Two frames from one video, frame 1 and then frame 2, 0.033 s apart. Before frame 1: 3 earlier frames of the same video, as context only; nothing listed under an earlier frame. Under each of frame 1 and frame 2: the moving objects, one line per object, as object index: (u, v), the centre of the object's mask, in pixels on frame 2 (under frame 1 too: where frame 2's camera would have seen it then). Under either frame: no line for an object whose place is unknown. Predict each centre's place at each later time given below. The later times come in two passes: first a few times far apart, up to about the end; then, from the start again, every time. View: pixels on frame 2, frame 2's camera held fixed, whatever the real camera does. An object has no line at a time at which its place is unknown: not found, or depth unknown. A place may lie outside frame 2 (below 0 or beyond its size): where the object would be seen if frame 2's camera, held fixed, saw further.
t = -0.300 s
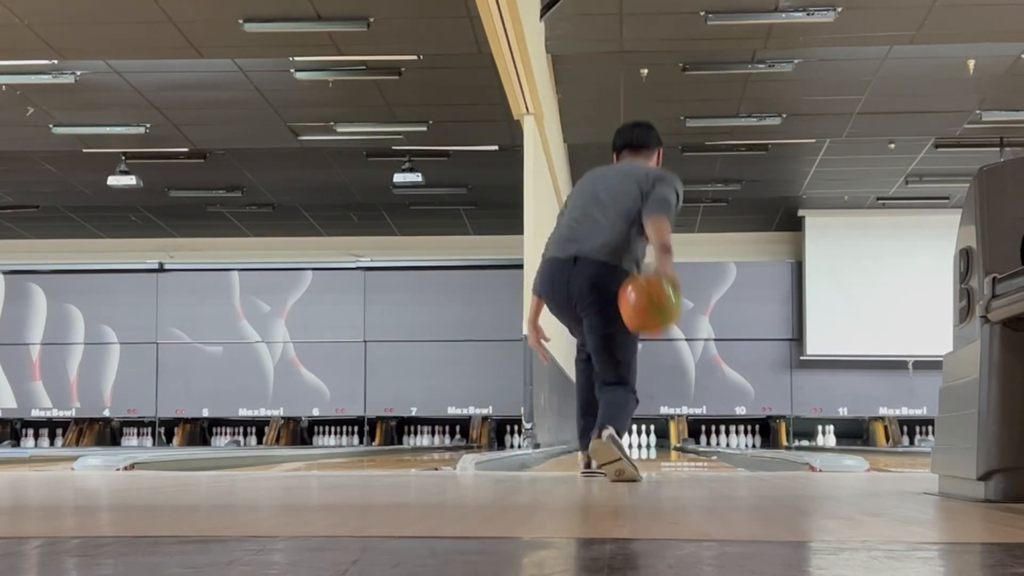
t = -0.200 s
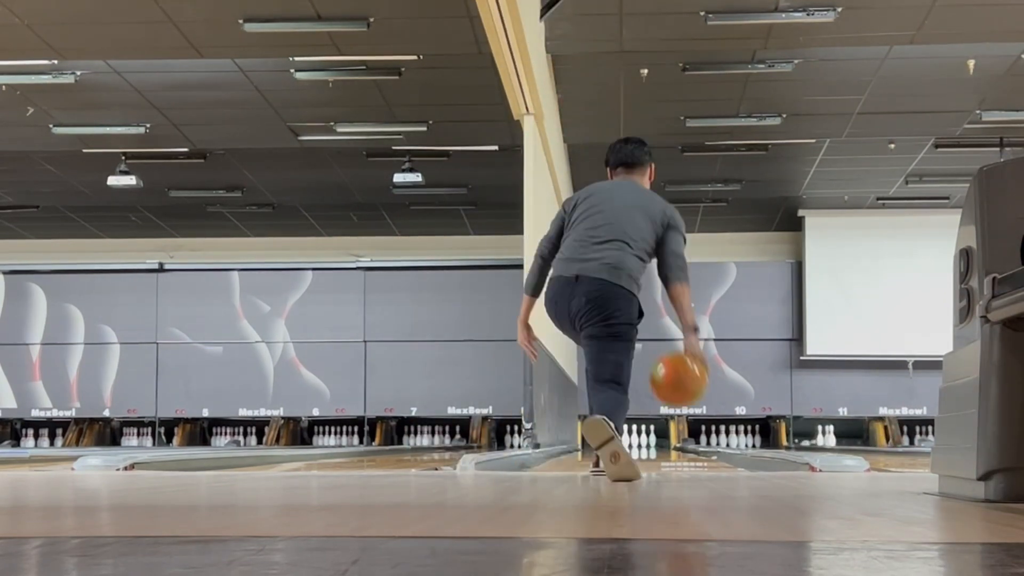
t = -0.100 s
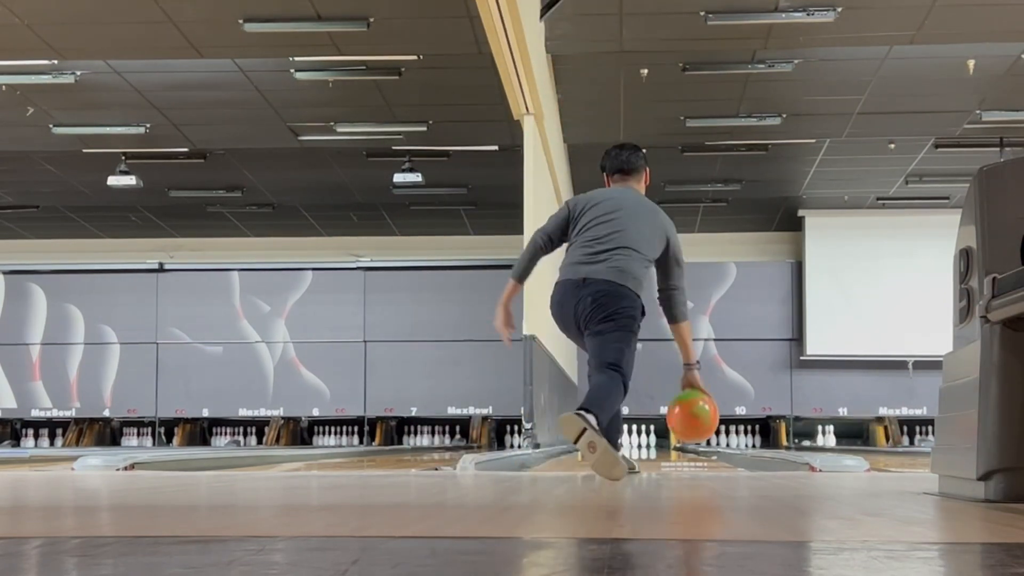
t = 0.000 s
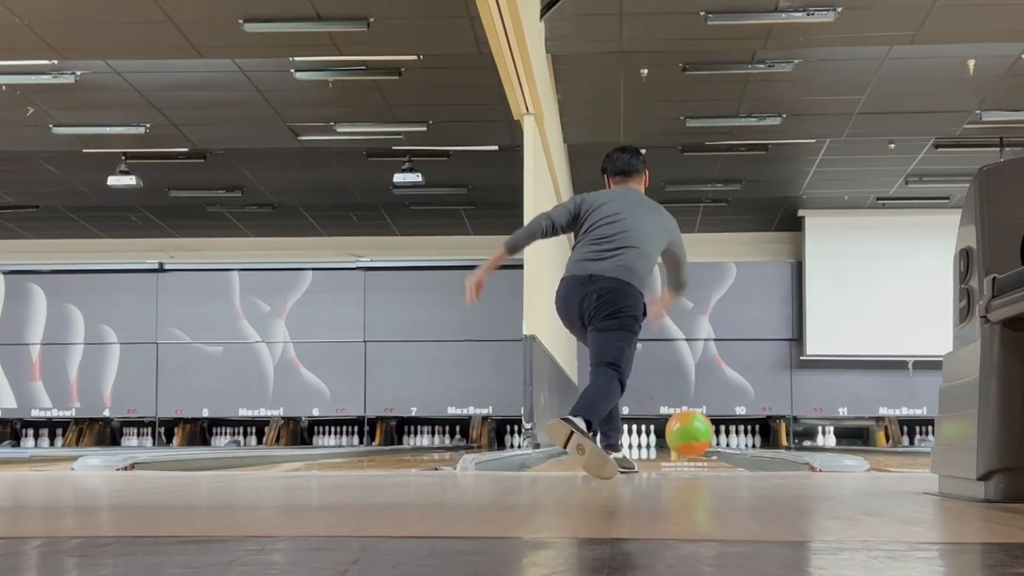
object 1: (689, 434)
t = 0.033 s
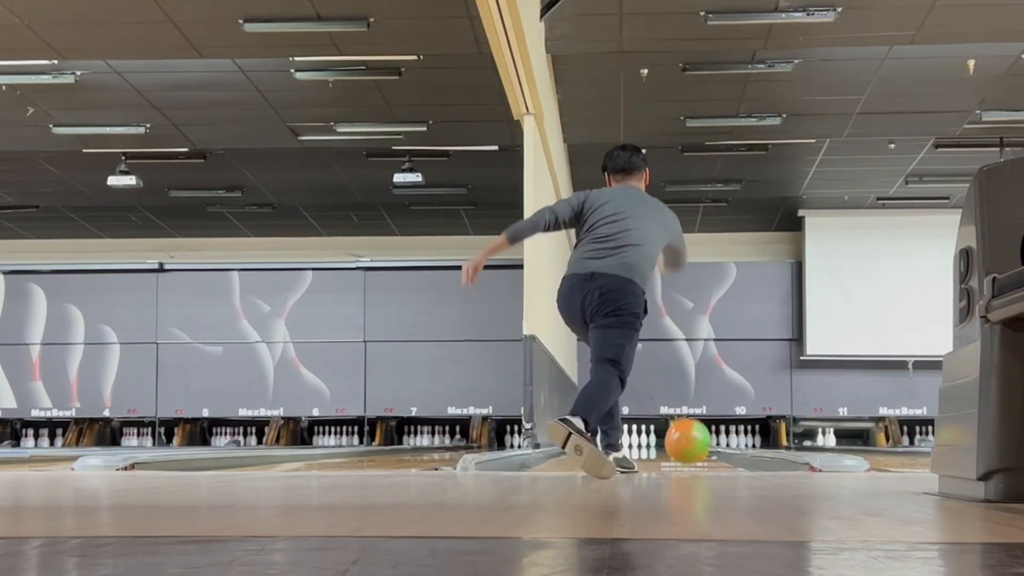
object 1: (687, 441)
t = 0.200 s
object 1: (681, 444)
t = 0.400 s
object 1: (676, 443)
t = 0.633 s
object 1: (671, 442)
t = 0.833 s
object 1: (668, 442)
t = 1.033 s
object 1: (665, 443)
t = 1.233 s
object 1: (662, 442)
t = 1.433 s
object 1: (659, 442)
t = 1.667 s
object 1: (656, 441)
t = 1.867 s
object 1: (653, 441)
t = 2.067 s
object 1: (649, 441)
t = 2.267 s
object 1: (646, 441)
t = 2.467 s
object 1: (642, 441)
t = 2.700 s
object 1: (636, 441)
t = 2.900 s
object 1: (634, 441)
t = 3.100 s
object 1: (635, 441)
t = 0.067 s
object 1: (686, 447)
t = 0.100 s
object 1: (685, 443)
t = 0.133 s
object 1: (684, 442)
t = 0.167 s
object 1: (682, 442)
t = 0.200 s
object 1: (681, 444)
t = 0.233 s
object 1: (680, 445)
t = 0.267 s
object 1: (679, 444)
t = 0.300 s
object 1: (678, 444)
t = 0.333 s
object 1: (678, 443)
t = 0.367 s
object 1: (677, 443)
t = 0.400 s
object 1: (676, 443)
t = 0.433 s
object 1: (675, 443)
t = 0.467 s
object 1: (674, 442)
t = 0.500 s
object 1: (674, 442)
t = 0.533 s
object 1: (673, 442)
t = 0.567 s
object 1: (672, 442)
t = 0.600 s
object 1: (672, 442)
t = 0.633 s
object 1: (671, 442)
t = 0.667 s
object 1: (671, 443)
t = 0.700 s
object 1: (670, 443)
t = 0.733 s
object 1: (670, 443)
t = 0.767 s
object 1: (669, 443)
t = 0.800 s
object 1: (668, 443)
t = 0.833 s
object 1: (668, 442)
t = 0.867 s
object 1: (668, 442)
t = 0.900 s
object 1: (667, 443)
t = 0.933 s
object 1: (666, 443)
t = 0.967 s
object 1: (666, 443)
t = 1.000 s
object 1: (666, 442)
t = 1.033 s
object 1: (665, 443)
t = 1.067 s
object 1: (664, 443)
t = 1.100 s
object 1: (664, 443)
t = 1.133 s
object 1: (664, 443)
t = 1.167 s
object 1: (663, 442)
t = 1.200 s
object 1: (663, 442)
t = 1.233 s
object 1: (662, 442)
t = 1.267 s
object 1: (662, 442)
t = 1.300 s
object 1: (661, 442)
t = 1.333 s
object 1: (661, 442)
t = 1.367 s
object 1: (660, 442)
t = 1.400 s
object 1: (660, 442)
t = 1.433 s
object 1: (659, 442)
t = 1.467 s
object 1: (659, 442)
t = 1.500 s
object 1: (658, 441)
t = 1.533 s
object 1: (658, 441)
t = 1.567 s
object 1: (657, 441)
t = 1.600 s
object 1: (657, 441)
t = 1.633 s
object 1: (656, 441)
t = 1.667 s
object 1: (656, 441)
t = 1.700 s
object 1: (656, 442)
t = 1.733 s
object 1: (655, 441)
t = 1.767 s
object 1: (655, 441)
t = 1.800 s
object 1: (654, 441)
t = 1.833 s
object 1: (654, 441)
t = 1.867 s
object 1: (653, 441)
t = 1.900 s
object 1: (652, 441)
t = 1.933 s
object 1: (652, 441)
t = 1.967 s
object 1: (651, 441)
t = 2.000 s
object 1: (651, 441)
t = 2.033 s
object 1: (650, 441)
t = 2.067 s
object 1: (649, 441)
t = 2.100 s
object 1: (649, 441)
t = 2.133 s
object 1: (649, 441)
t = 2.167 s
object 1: (649, 441)
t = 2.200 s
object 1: (649, 441)
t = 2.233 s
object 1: (648, 441)
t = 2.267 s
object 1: (646, 441)
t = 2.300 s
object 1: (645, 441)
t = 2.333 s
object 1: (645, 441)
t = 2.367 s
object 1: (644, 442)
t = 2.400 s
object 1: (643, 442)
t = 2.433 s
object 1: (643, 442)
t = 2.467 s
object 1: (642, 441)
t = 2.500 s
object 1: (641, 441)
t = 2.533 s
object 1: (641, 442)
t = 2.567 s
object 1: (640, 442)
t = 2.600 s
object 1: (639, 442)
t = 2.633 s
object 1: (639, 442)
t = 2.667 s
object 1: (636, 441)
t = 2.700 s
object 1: (636, 441)
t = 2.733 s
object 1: (635, 441)
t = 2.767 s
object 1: (634, 441)
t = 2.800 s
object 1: (634, 441)
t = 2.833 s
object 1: (634, 441)
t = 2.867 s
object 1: (634, 441)
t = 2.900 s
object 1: (634, 441)
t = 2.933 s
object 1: (634, 441)
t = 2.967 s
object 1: (634, 441)
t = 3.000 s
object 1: (634, 441)
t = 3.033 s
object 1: (635, 441)
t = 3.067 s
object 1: (635, 441)
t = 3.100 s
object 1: (635, 441)
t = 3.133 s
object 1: (635, 441)
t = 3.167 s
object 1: (635, 441)
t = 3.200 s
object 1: (636, 441)
